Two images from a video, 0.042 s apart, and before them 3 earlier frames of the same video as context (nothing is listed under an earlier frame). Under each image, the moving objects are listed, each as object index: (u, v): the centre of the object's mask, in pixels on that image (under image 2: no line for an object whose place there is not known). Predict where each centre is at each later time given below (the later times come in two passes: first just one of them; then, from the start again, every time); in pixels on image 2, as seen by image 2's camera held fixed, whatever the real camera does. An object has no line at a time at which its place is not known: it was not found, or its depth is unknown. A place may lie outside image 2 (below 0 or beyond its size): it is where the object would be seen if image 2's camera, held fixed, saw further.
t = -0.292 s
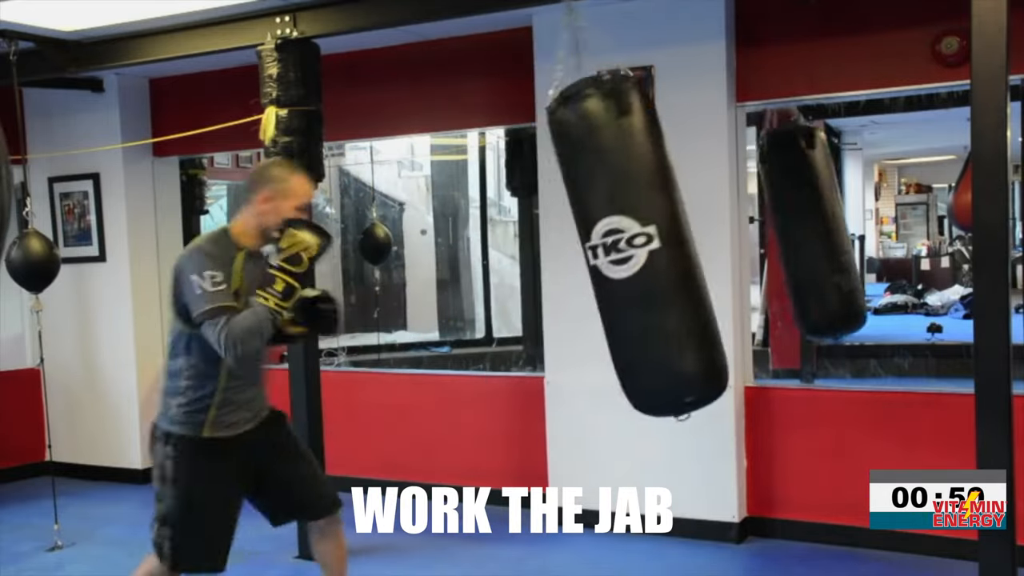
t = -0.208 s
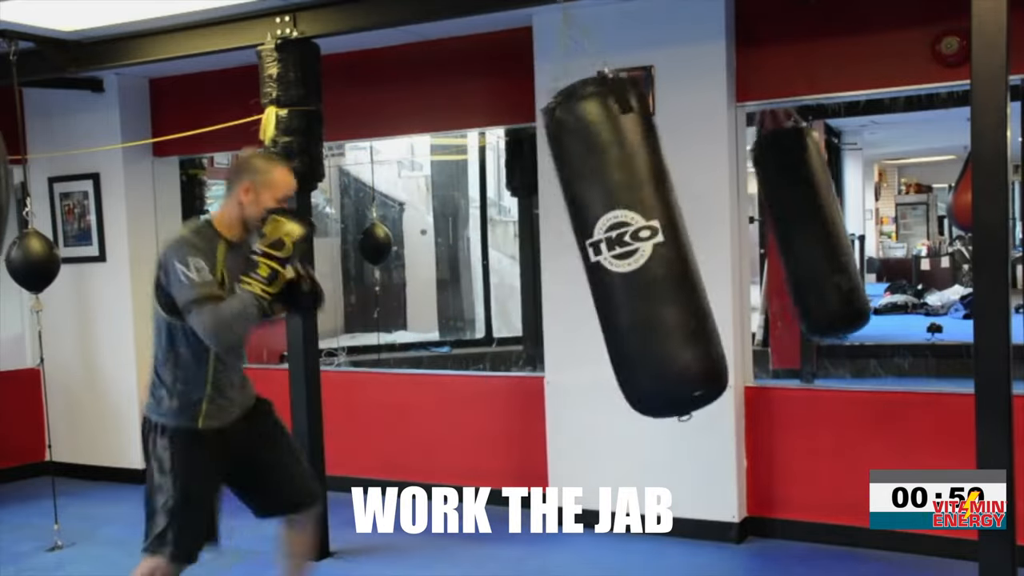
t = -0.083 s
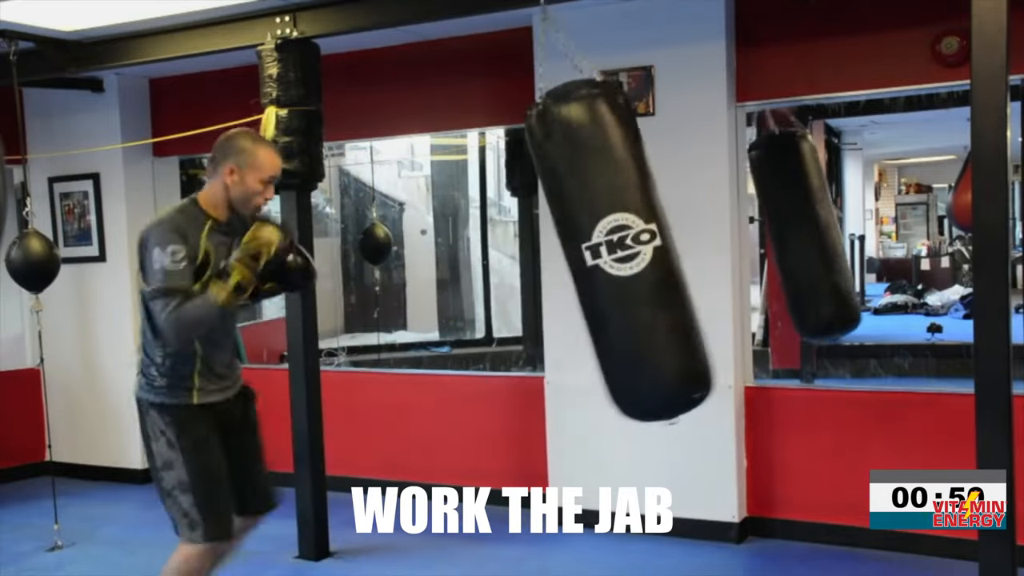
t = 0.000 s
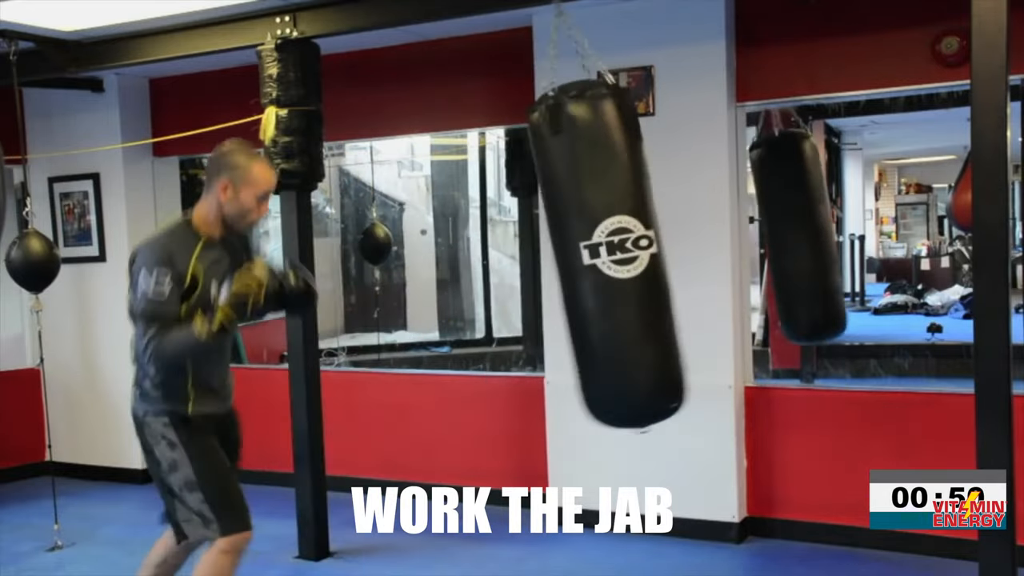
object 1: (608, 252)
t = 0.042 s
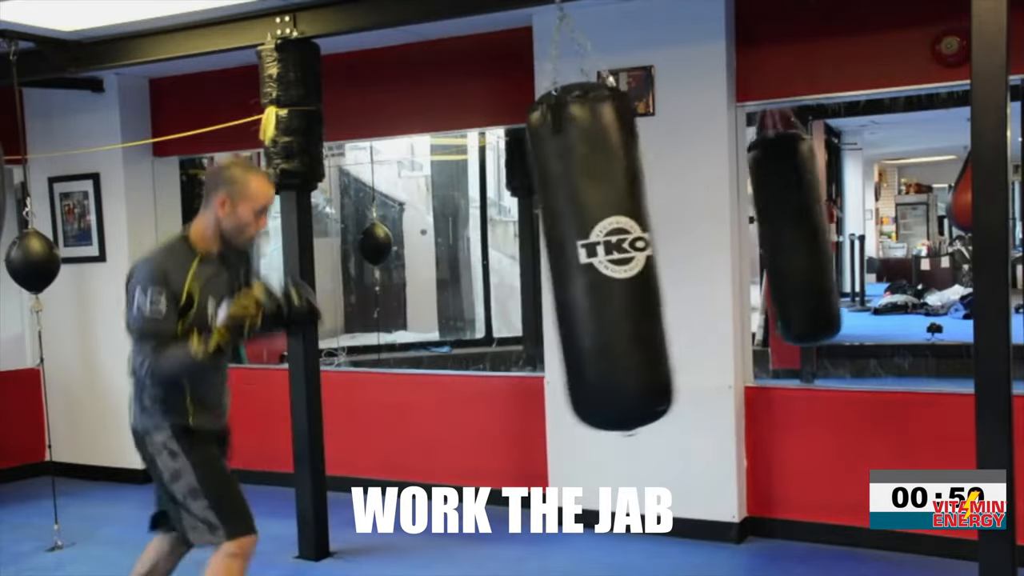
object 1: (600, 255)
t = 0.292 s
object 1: (542, 259)
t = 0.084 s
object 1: (590, 257)
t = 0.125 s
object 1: (581, 259)
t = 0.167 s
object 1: (569, 260)
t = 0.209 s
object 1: (560, 259)
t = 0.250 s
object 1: (551, 259)
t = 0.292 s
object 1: (542, 259)
